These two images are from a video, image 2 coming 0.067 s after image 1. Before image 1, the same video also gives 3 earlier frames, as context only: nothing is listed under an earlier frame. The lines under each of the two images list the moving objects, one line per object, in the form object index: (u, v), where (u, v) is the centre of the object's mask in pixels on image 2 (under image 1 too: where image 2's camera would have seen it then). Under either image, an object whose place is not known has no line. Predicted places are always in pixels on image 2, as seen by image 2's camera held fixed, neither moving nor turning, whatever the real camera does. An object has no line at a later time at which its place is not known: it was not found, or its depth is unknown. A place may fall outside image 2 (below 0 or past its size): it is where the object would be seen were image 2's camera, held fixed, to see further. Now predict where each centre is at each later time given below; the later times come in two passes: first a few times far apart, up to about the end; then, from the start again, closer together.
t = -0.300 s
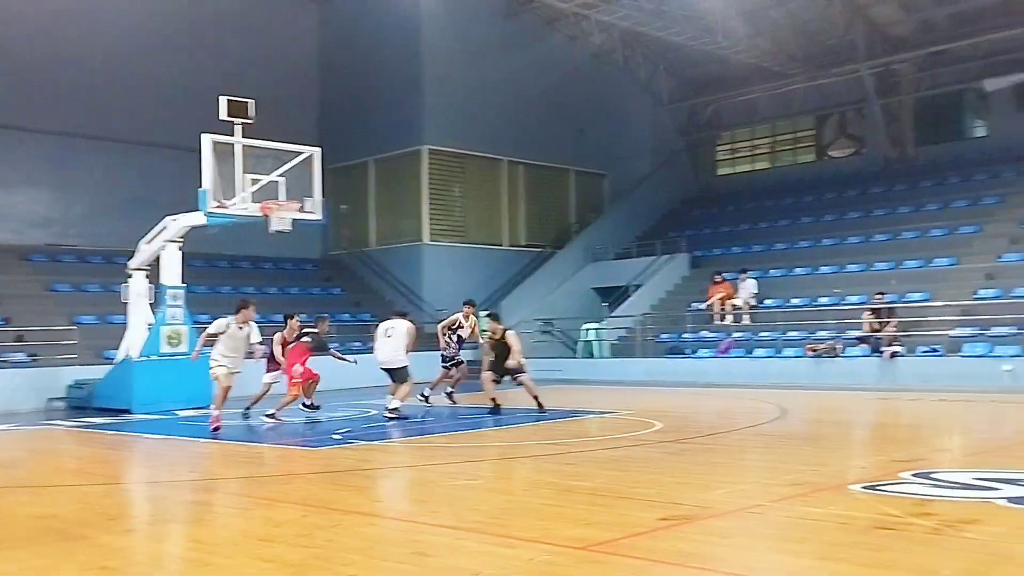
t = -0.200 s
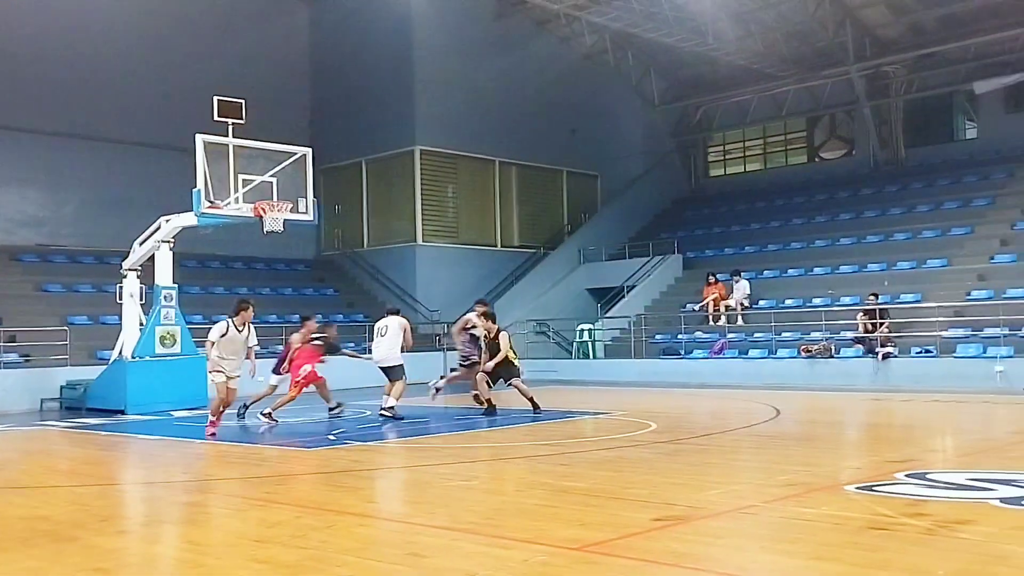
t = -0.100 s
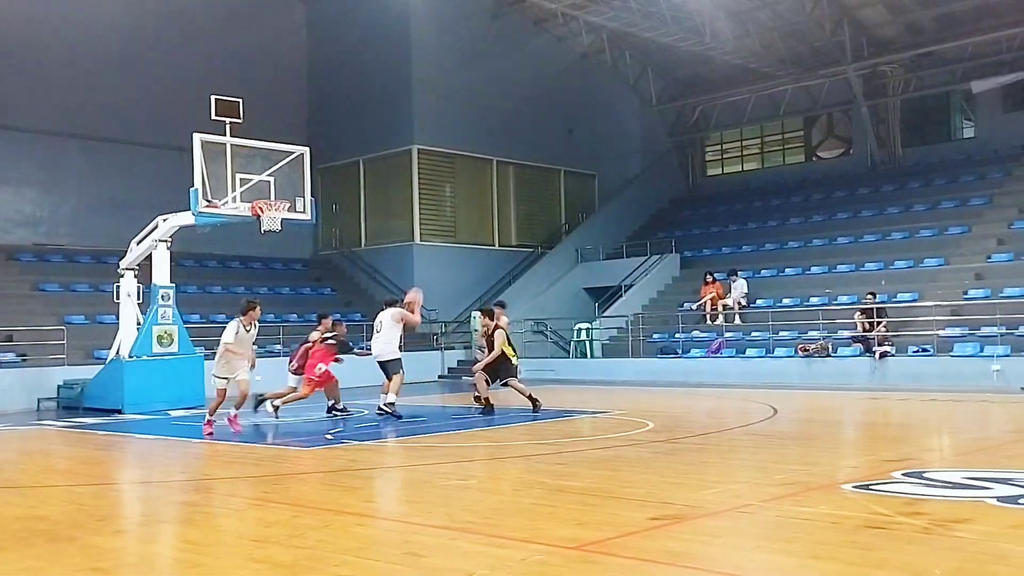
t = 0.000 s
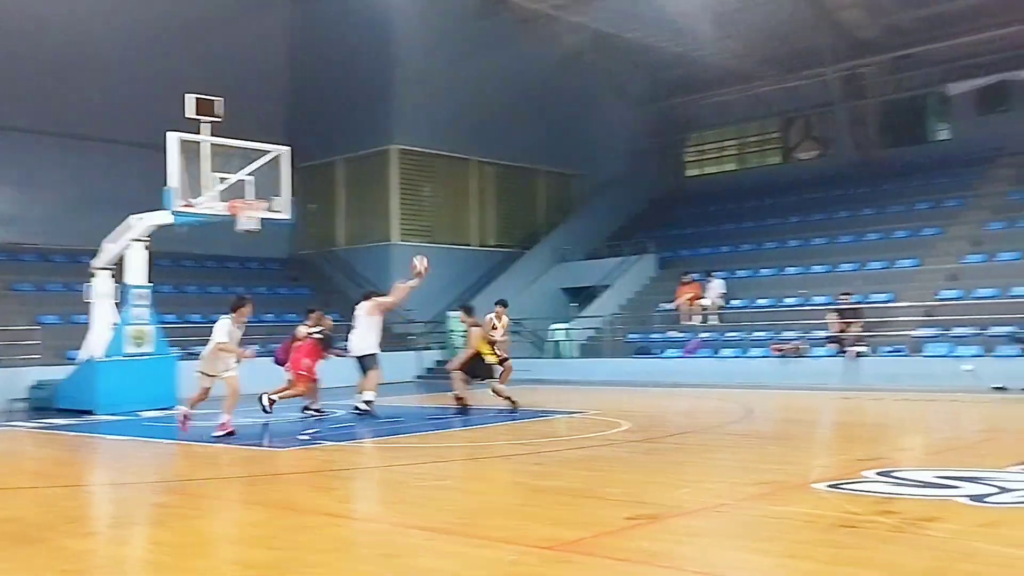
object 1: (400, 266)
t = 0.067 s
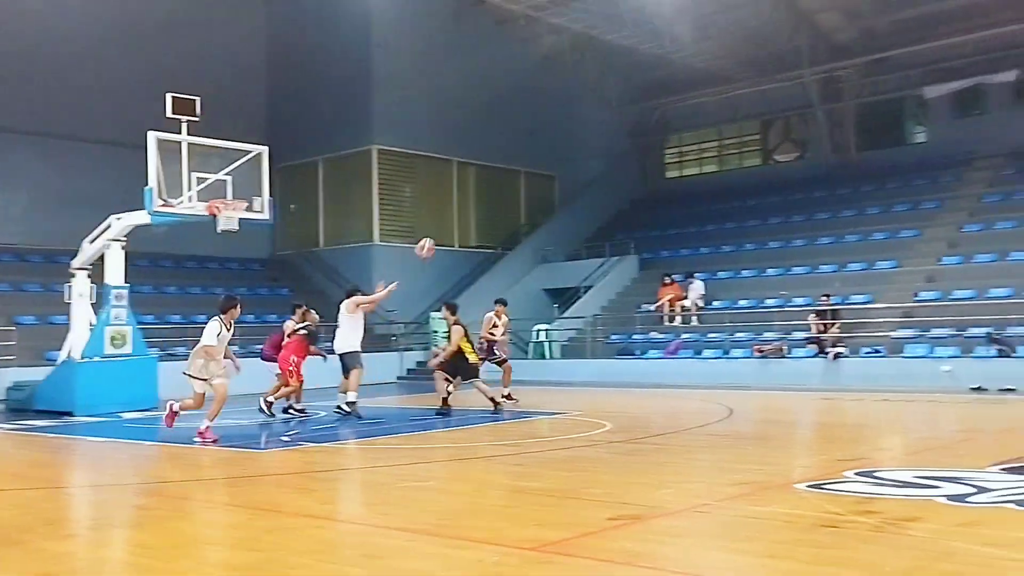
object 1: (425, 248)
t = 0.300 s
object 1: (510, 207)
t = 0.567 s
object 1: (606, 209)
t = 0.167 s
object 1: (461, 226)
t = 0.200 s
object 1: (473, 220)
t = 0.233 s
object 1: (485, 216)
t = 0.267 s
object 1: (497, 211)
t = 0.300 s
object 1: (510, 207)
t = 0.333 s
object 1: (521, 205)
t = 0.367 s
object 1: (533, 203)
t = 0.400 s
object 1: (546, 202)
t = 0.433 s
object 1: (558, 201)
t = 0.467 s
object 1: (569, 202)
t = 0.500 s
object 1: (582, 203)
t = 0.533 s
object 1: (594, 206)
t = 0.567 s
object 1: (606, 209)
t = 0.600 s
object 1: (618, 213)
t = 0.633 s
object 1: (631, 217)
